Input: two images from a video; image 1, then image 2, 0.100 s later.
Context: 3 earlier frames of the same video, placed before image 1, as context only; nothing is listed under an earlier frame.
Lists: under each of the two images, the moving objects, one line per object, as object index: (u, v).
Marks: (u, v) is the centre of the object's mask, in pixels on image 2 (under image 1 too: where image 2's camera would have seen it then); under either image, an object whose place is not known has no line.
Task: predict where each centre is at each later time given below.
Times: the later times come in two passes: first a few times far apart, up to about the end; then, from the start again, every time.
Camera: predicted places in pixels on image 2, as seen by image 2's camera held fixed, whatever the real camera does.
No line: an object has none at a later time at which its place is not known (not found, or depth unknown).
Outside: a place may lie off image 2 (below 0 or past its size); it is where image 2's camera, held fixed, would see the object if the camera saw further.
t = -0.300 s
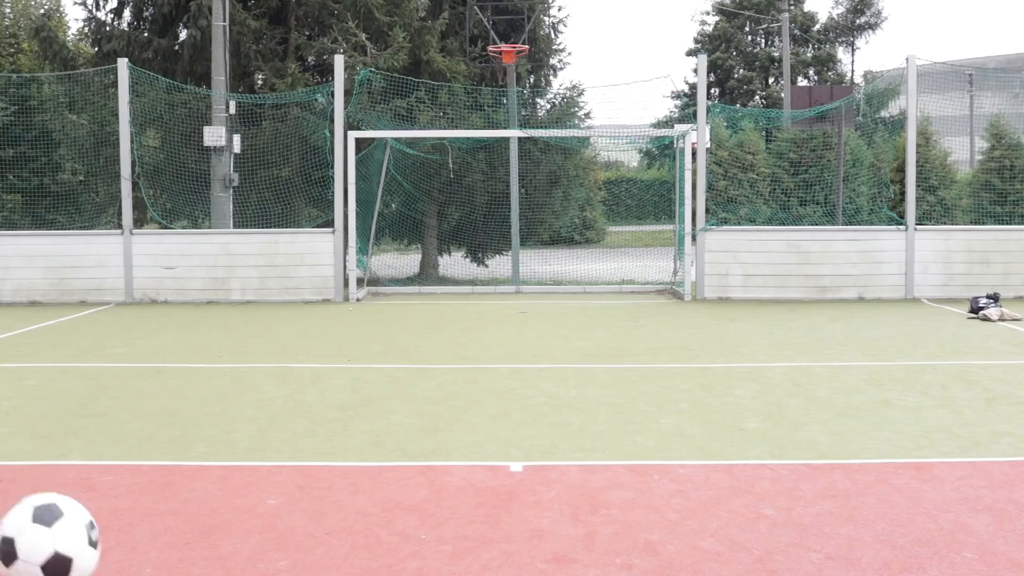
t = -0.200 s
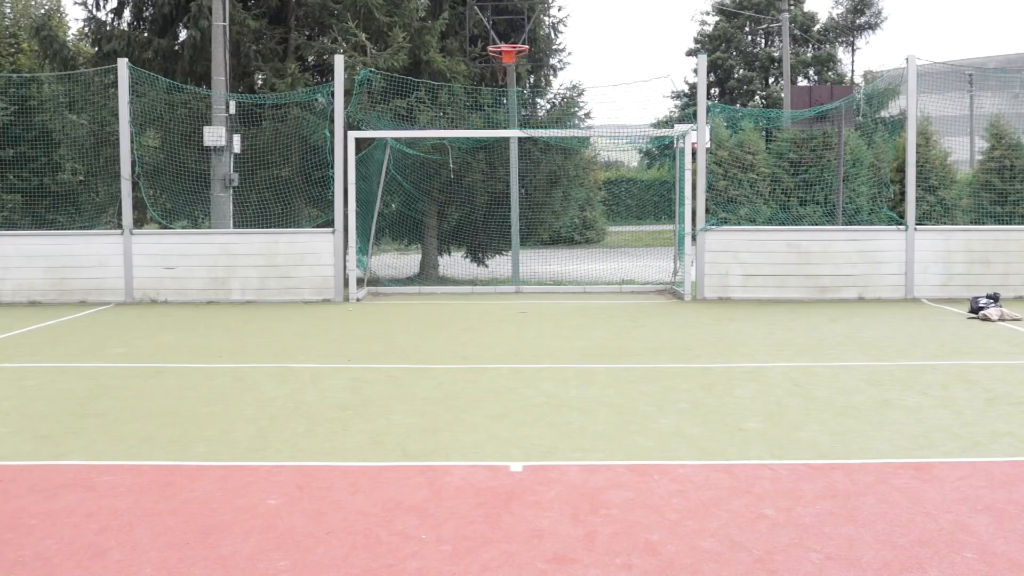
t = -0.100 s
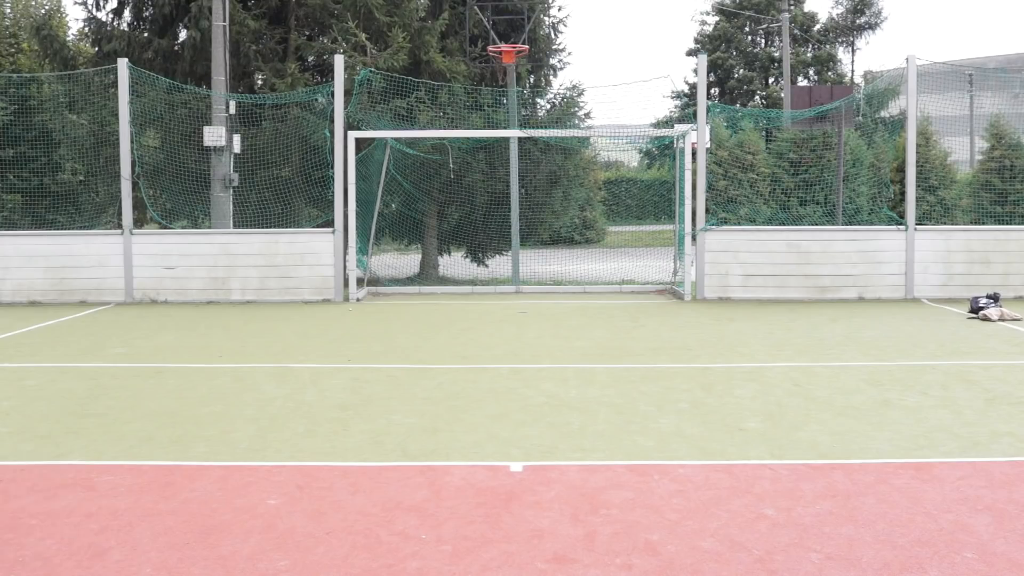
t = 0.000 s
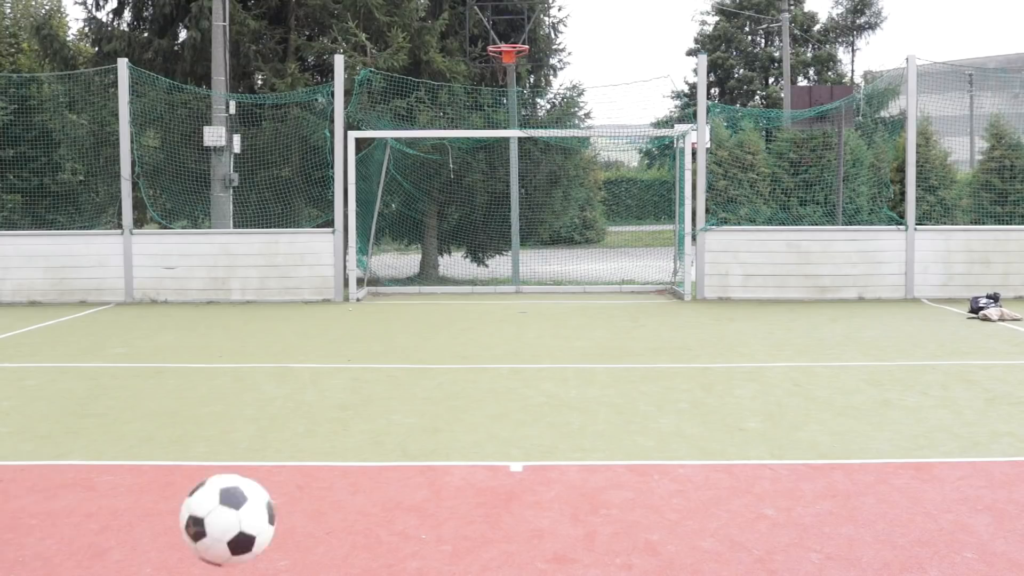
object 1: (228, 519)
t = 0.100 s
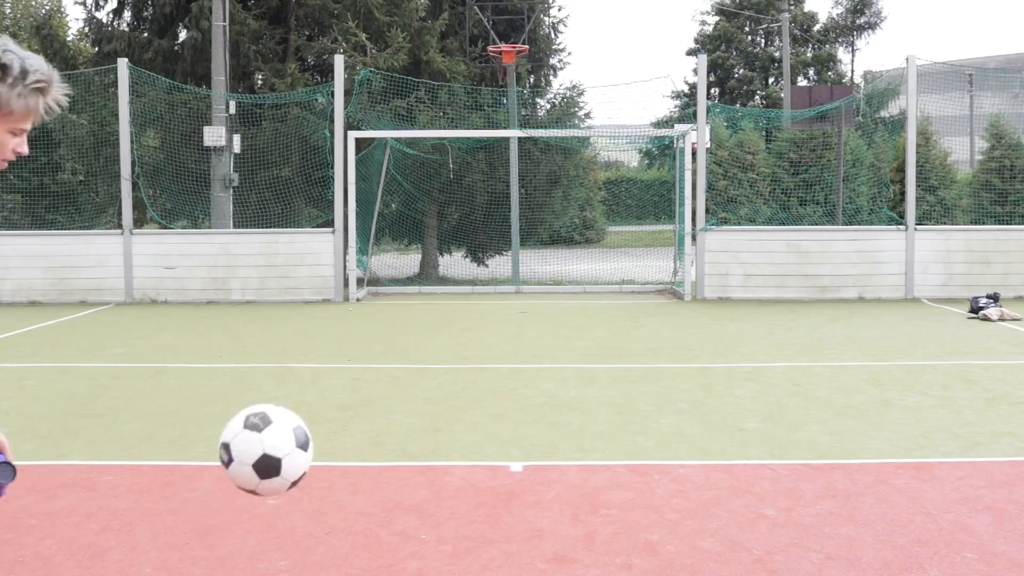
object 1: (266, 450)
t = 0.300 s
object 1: (348, 426)
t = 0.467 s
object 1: (412, 523)
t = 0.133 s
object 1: (279, 435)
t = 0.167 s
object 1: (293, 424)
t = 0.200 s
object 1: (307, 418)
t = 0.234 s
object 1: (321, 416)
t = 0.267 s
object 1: (335, 419)
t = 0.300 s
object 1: (348, 426)
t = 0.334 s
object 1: (362, 437)
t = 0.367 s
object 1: (375, 454)
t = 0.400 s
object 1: (388, 473)
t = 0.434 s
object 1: (400, 497)
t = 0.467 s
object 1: (412, 523)
